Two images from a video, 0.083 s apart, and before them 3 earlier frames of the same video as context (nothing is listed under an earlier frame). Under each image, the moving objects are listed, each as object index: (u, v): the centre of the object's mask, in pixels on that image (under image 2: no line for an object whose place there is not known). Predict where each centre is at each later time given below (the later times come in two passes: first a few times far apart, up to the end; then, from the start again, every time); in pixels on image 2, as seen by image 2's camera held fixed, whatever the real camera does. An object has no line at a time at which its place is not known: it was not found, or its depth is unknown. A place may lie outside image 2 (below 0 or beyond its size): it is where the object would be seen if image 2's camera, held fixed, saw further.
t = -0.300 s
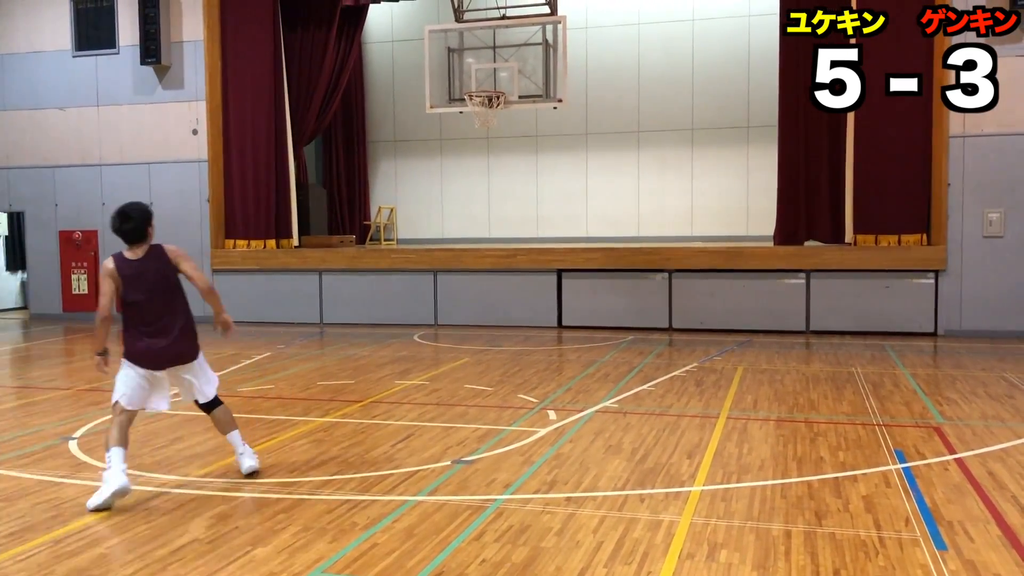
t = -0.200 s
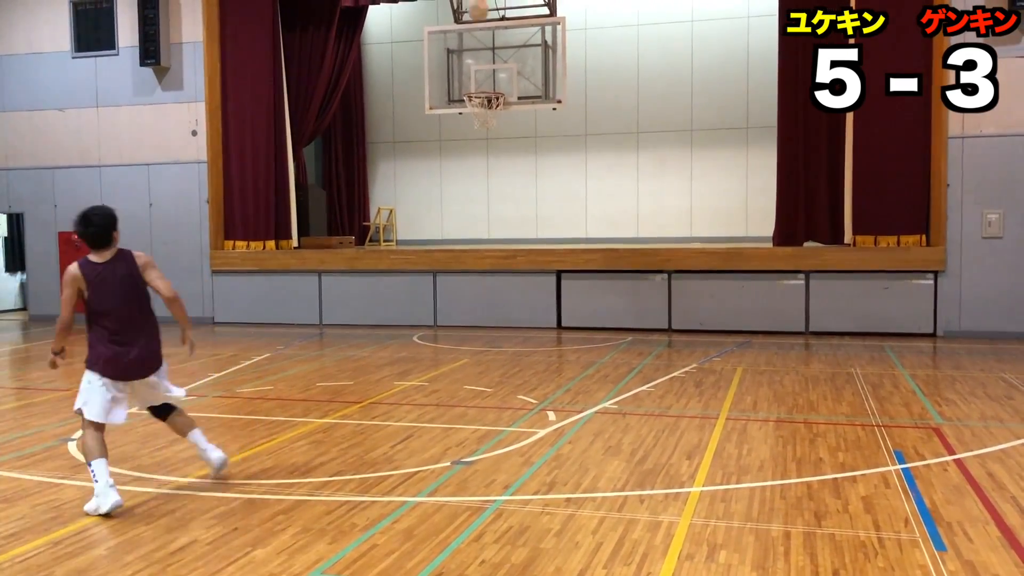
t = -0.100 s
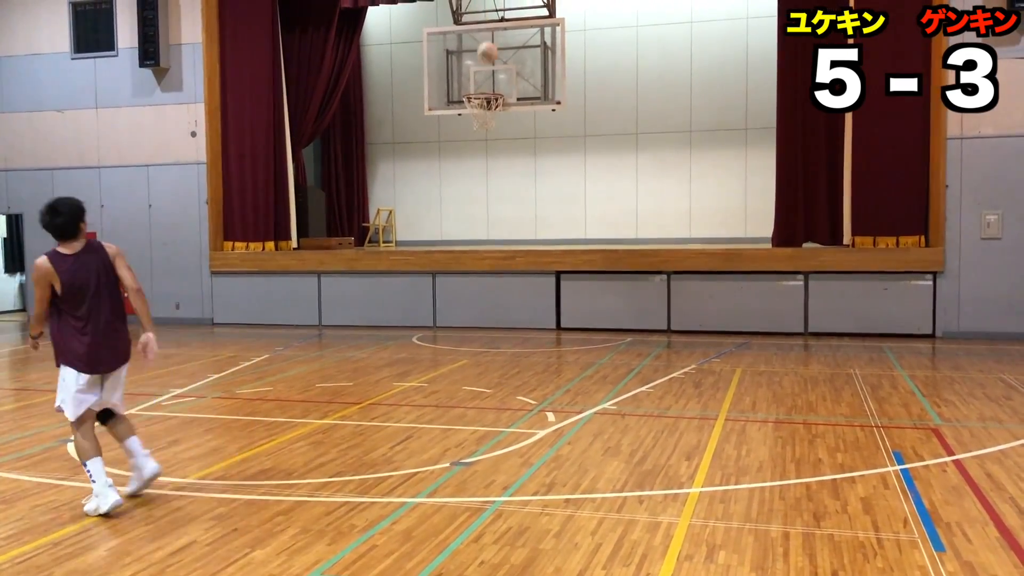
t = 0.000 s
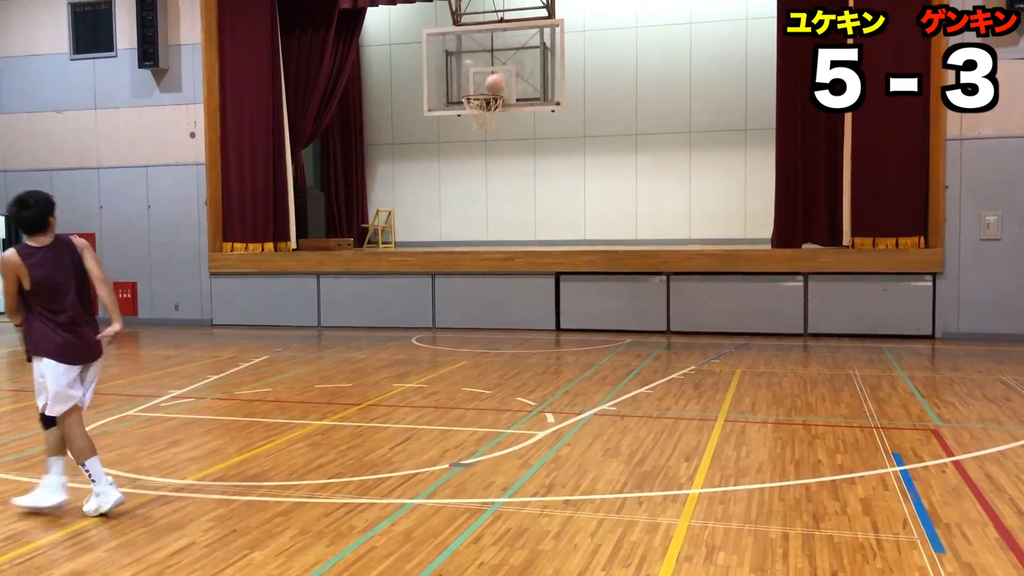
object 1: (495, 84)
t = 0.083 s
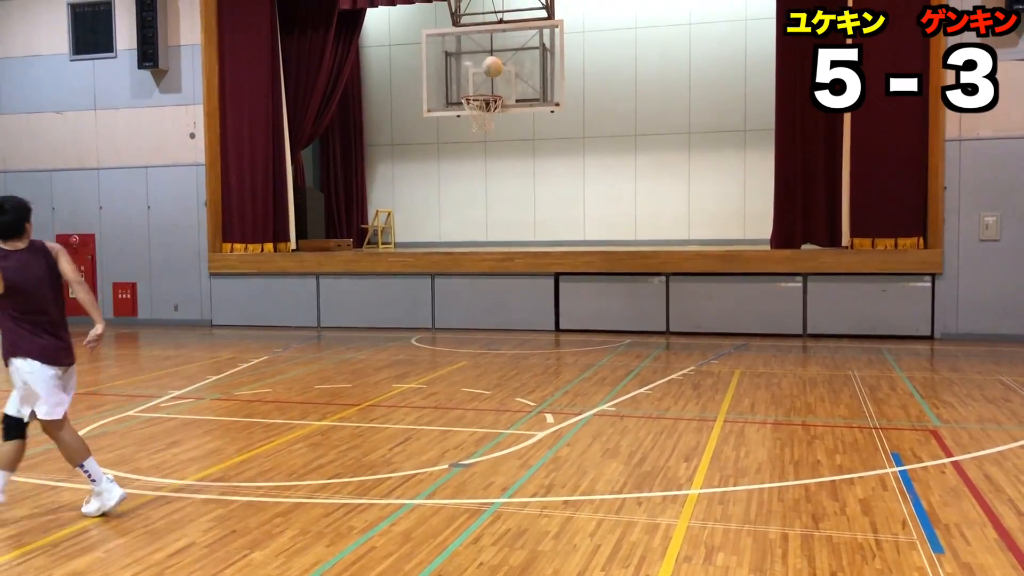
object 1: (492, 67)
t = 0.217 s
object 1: (490, 47)
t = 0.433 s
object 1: (485, 53)
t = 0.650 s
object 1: (480, 102)
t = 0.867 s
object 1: (478, 198)
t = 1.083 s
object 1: (473, 343)
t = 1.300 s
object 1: (477, 274)
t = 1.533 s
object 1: (484, 194)
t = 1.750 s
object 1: (490, 168)
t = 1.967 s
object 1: (498, 189)
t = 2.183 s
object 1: (505, 255)
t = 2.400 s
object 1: (512, 366)
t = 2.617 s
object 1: (516, 290)
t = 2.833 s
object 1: (521, 252)
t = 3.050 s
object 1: (527, 260)
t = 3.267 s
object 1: (536, 314)
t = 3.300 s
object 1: (537, 327)
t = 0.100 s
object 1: (492, 64)
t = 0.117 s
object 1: (492, 61)
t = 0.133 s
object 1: (492, 58)
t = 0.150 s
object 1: (492, 56)
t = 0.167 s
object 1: (491, 54)
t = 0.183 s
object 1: (490, 50)
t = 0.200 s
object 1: (490, 49)
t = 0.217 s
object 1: (490, 47)
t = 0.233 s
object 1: (490, 46)
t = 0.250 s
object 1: (489, 45)
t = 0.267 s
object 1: (489, 45)
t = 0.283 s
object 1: (488, 45)
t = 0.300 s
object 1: (488, 45)
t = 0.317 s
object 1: (488, 45)
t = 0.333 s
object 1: (487, 45)
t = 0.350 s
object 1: (487, 46)
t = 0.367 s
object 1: (486, 47)
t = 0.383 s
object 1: (486, 48)
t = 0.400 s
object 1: (486, 49)
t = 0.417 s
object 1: (485, 51)
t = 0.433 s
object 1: (485, 53)
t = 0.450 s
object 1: (485, 55)
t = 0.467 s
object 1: (484, 57)
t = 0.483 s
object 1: (484, 60)
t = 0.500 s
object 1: (483, 63)
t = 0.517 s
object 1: (483, 66)
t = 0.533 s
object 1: (483, 70)
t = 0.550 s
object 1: (482, 73)
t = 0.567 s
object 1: (482, 78)
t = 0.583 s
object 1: (482, 81)
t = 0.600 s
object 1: (481, 85)
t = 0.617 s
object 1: (481, 91)
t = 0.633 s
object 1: (480, 96)
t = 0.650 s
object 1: (480, 102)
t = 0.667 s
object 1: (479, 106)
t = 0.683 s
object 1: (480, 113)
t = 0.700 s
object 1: (480, 120)
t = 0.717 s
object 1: (479, 126)
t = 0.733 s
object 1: (479, 132)
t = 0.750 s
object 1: (479, 139)
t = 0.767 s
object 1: (478, 147)
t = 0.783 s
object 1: (478, 154)
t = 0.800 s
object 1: (478, 162)
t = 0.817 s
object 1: (478, 171)
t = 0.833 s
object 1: (478, 179)
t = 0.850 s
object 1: (477, 189)
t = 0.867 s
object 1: (478, 198)
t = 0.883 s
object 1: (477, 206)
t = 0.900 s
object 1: (477, 217)
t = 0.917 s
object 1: (477, 227)
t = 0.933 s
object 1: (476, 236)
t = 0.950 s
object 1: (475, 247)
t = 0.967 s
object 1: (475, 258)
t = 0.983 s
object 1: (475, 269)
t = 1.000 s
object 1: (475, 281)
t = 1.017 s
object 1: (474, 293)
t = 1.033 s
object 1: (474, 305)
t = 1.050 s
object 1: (474, 317)
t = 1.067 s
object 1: (473, 331)
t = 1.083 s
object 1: (473, 343)
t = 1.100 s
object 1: (472, 357)
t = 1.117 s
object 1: (472, 371)
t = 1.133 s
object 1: (472, 362)
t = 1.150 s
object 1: (473, 351)
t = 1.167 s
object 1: (473, 342)
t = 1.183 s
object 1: (474, 332)
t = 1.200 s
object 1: (474, 323)
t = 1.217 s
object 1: (475, 314)
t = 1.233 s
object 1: (475, 305)
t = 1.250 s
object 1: (475, 297)
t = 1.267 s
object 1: (476, 289)
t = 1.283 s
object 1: (476, 281)
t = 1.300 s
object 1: (477, 274)
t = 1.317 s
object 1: (477, 266)
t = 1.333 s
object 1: (478, 259)
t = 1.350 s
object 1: (478, 252)
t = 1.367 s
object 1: (479, 245)
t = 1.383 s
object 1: (479, 239)
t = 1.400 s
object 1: (480, 232)
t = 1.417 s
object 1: (480, 227)
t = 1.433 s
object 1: (481, 221)
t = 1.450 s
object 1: (481, 216)
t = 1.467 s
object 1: (482, 211)
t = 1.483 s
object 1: (482, 206)
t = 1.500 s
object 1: (483, 202)
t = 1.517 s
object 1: (483, 198)
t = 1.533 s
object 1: (484, 194)
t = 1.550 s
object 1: (484, 190)
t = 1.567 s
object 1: (485, 187)
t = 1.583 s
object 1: (485, 184)
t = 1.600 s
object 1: (485, 181)
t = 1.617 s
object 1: (486, 179)
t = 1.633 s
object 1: (487, 177)
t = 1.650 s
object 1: (487, 175)
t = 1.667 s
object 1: (488, 172)
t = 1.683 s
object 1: (488, 171)
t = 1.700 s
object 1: (488, 170)
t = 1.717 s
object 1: (489, 169)
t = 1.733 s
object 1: (490, 169)
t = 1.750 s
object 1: (490, 168)
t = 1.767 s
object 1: (490, 168)
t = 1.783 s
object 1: (491, 168)
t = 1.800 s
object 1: (492, 169)
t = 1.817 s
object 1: (492, 169)
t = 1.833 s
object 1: (493, 171)
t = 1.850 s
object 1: (494, 172)
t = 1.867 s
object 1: (494, 173)
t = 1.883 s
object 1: (495, 175)
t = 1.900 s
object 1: (495, 178)
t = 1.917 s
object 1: (496, 180)
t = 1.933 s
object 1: (496, 183)
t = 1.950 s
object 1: (497, 186)
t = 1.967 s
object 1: (498, 189)
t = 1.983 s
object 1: (498, 192)
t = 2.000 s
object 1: (498, 196)
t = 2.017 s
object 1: (500, 200)
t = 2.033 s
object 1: (500, 204)
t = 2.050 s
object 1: (501, 209)
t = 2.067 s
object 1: (501, 214)
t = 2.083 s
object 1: (502, 219)
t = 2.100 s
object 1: (502, 225)
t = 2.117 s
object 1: (503, 230)
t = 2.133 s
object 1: (503, 235)
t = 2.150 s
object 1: (503, 242)
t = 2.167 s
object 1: (504, 249)
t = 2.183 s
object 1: (505, 255)
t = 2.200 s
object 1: (505, 262)
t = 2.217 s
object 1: (506, 270)
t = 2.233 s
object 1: (507, 277)
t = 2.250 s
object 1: (507, 285)
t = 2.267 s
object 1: (508, 293)
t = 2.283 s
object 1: (508, 301)
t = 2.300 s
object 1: (509, 310)
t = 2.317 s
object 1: (510, 319)
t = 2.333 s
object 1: (510, 327)
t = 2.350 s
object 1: (511, 337)
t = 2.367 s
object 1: (511, 346)
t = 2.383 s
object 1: (511, 356)
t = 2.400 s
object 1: (512, 366)
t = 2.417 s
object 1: (513, 365)
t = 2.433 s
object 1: (513, 356)
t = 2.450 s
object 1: (513, 349)
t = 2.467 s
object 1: (513, 342)
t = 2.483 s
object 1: (514, 335)
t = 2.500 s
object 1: (514, 329)
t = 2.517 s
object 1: (514, 322)
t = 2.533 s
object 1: (515, 316)
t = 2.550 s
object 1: (515, 311)
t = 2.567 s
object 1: (515, 304)
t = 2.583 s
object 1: (515, 300)
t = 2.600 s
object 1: (516, 295)
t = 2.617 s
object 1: (516, 290)
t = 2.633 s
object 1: (517, 285)
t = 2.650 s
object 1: (517, 281)
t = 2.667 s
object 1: (517, 277)
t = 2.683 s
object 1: (518, 273)
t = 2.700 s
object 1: (518, 270)
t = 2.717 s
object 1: (518, 267)
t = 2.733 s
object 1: (519, 264)
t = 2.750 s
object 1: (519, 261)
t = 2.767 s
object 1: (520, 259)
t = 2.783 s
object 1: (520, 257)
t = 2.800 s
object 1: (520, 255)
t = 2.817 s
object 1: (521, 253)
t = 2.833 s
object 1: (521, 252)
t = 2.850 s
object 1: (521, 251)
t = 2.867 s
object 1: (522, 250)
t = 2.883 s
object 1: (522, 250)
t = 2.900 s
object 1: (523, 250)
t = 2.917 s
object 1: (524, 250)
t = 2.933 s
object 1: (524, 250)
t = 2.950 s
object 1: (525, 251)
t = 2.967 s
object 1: (525, 252)
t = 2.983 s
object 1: (525, 253)
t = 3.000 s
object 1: (526, 254)
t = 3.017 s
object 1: (526, 255)
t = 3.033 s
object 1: (527, 258)
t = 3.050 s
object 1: (527, 260)
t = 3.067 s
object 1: (528, 263)
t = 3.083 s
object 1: (528, 265)
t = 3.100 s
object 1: (529, 269)
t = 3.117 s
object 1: (530, 271)
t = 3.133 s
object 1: (530, 275)
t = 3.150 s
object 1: (531, 279)
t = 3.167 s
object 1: (532, 283)
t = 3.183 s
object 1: (532, 288)
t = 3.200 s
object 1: (533, 293)
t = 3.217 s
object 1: (534, 297)
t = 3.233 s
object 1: (534, 303)
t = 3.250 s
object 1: (535, 308)
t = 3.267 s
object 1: (536, 314)
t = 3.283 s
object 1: (536, 320)
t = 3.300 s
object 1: (537, 327)
